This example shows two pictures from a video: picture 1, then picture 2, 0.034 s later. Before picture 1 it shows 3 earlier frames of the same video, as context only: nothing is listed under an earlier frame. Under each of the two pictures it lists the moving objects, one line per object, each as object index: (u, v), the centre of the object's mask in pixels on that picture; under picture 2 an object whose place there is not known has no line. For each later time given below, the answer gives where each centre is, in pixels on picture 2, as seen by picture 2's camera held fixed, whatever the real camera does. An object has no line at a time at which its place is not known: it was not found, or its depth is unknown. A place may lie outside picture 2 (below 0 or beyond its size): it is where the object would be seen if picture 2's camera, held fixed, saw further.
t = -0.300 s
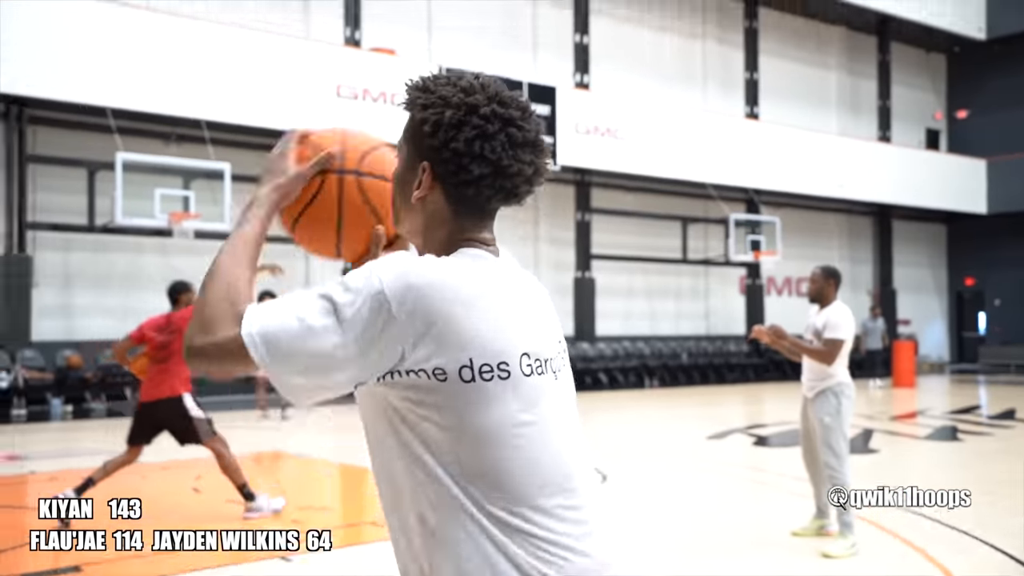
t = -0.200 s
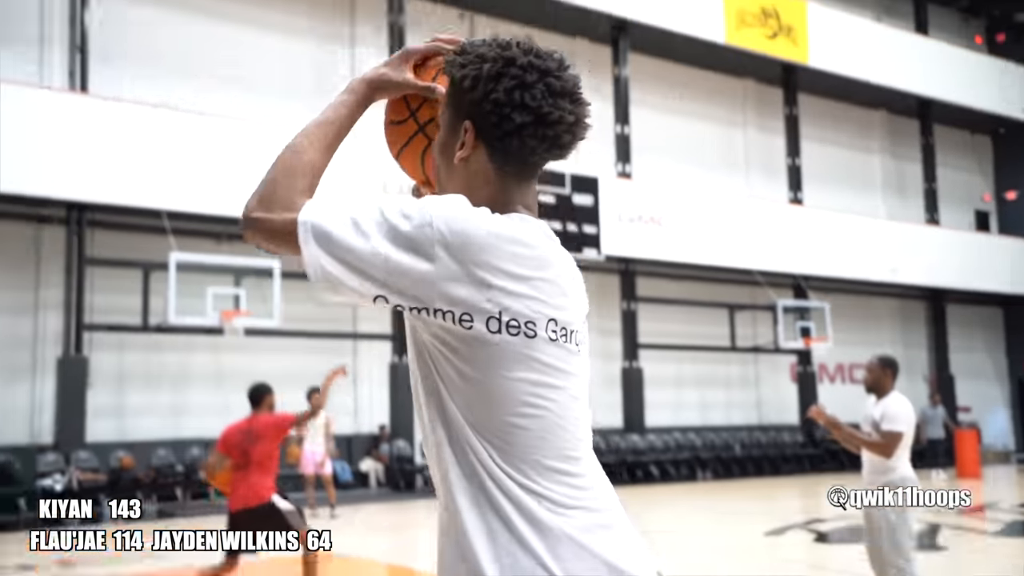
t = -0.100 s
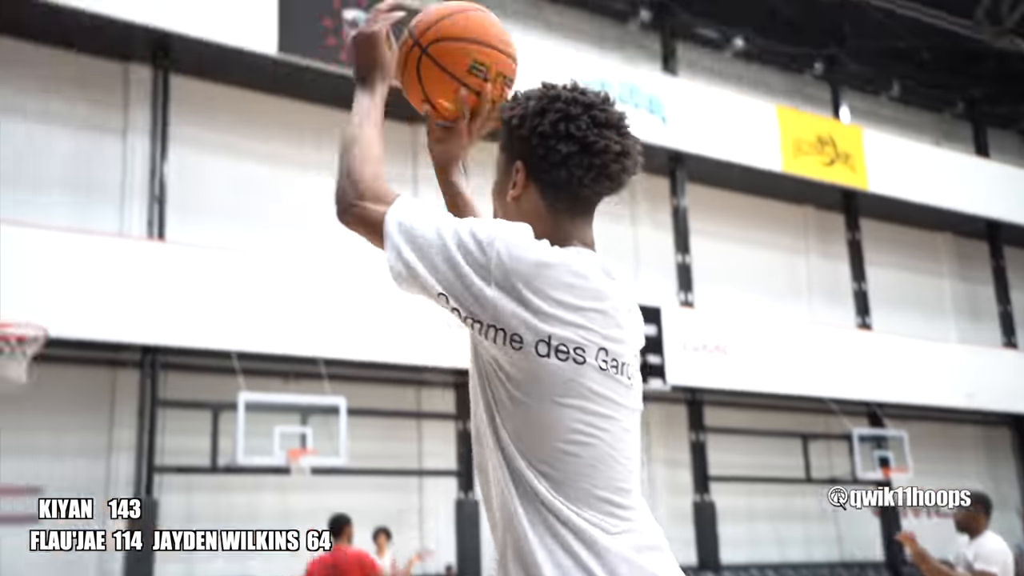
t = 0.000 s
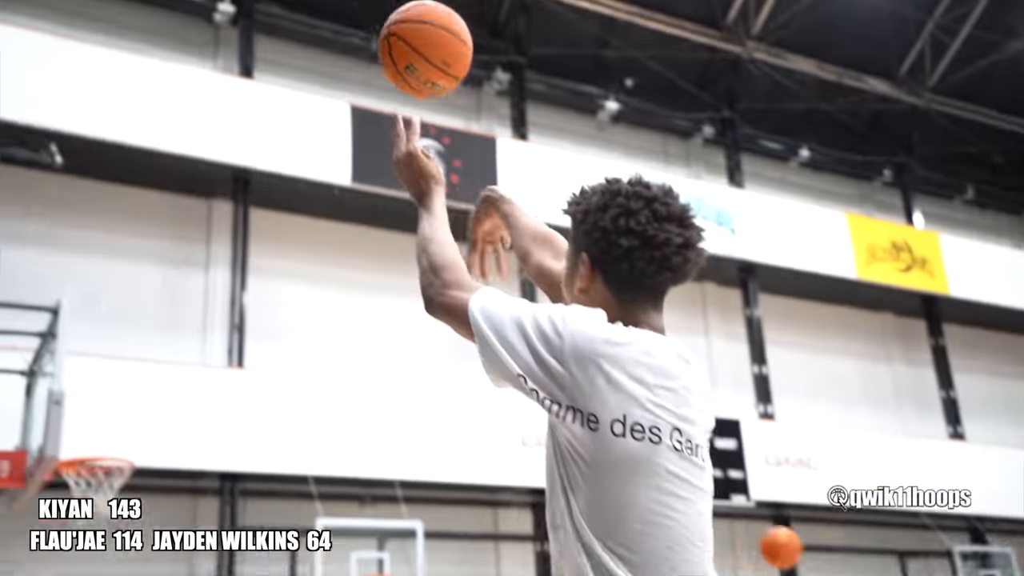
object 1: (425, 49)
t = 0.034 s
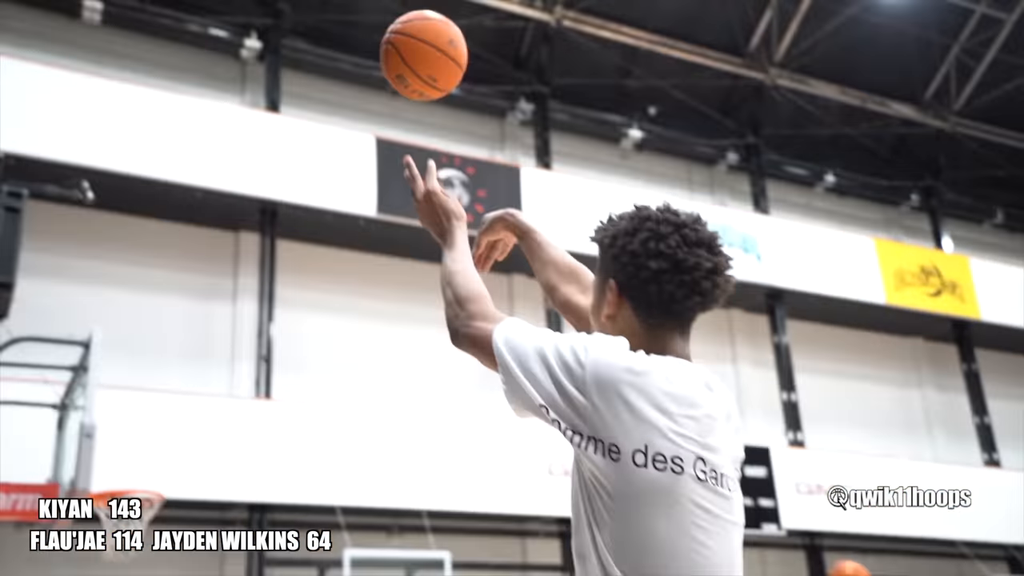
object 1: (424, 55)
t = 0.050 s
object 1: (414, 47)
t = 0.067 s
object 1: (407, 39)
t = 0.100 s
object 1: (391, 27)
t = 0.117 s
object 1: (384, 22)
